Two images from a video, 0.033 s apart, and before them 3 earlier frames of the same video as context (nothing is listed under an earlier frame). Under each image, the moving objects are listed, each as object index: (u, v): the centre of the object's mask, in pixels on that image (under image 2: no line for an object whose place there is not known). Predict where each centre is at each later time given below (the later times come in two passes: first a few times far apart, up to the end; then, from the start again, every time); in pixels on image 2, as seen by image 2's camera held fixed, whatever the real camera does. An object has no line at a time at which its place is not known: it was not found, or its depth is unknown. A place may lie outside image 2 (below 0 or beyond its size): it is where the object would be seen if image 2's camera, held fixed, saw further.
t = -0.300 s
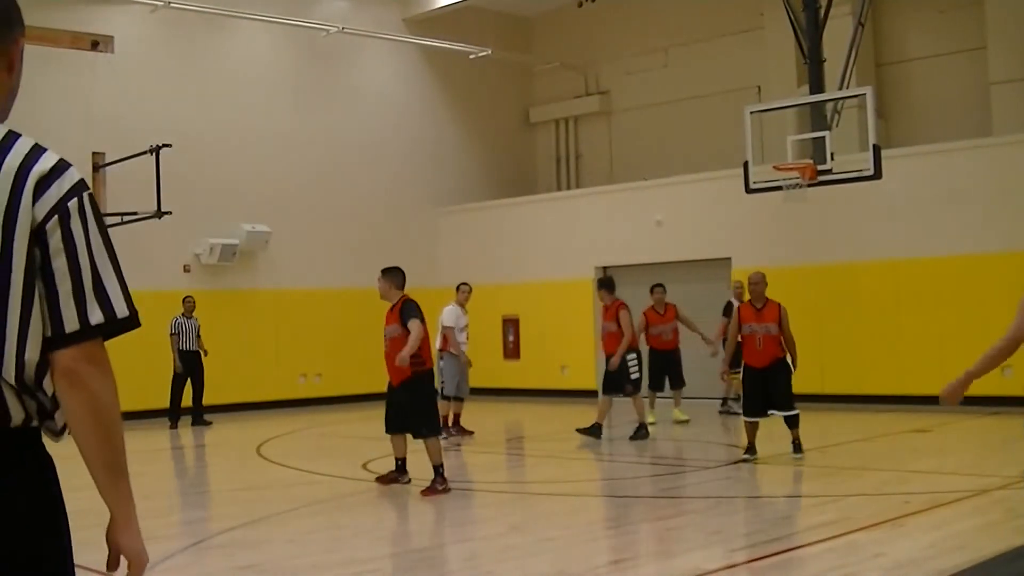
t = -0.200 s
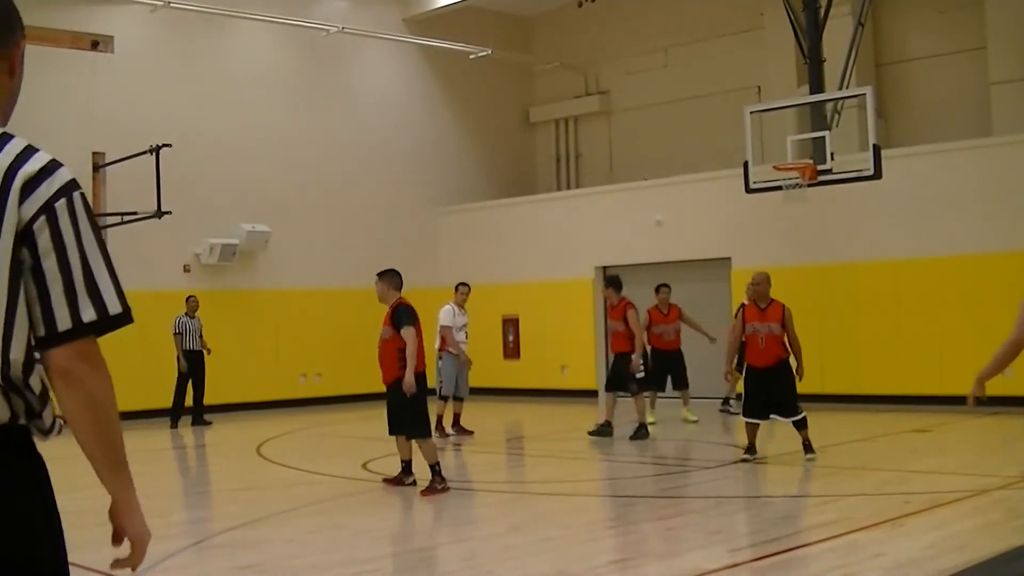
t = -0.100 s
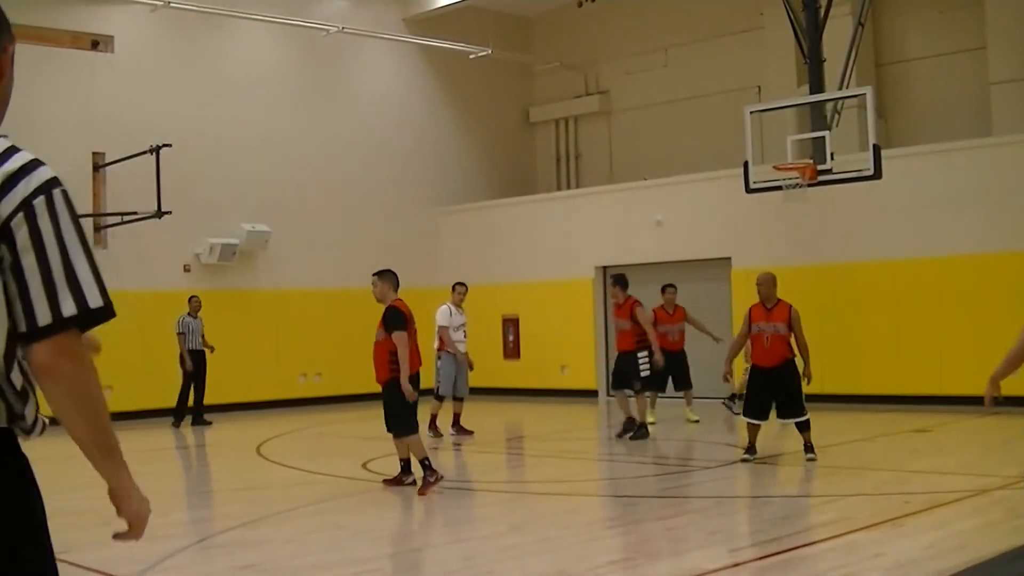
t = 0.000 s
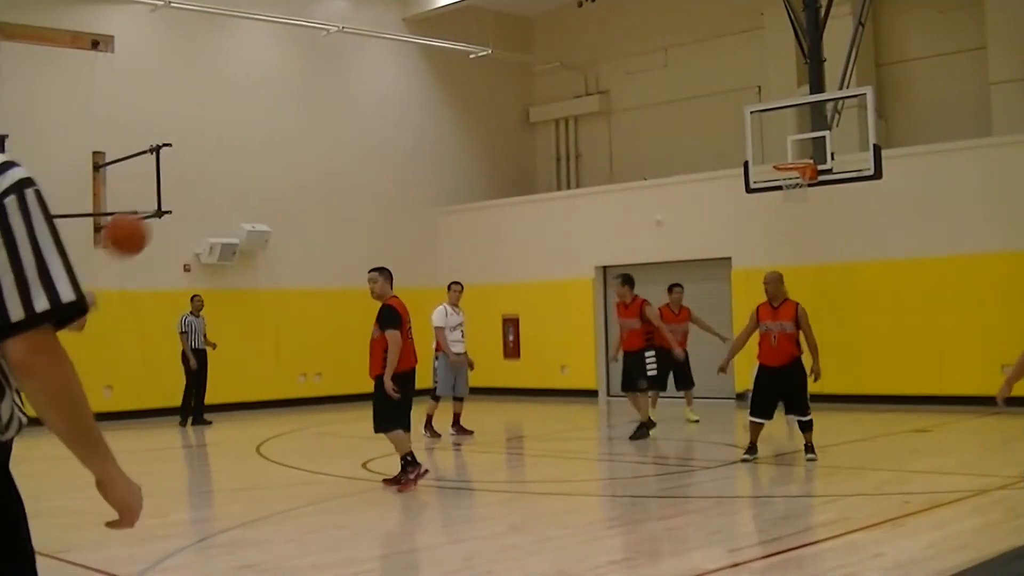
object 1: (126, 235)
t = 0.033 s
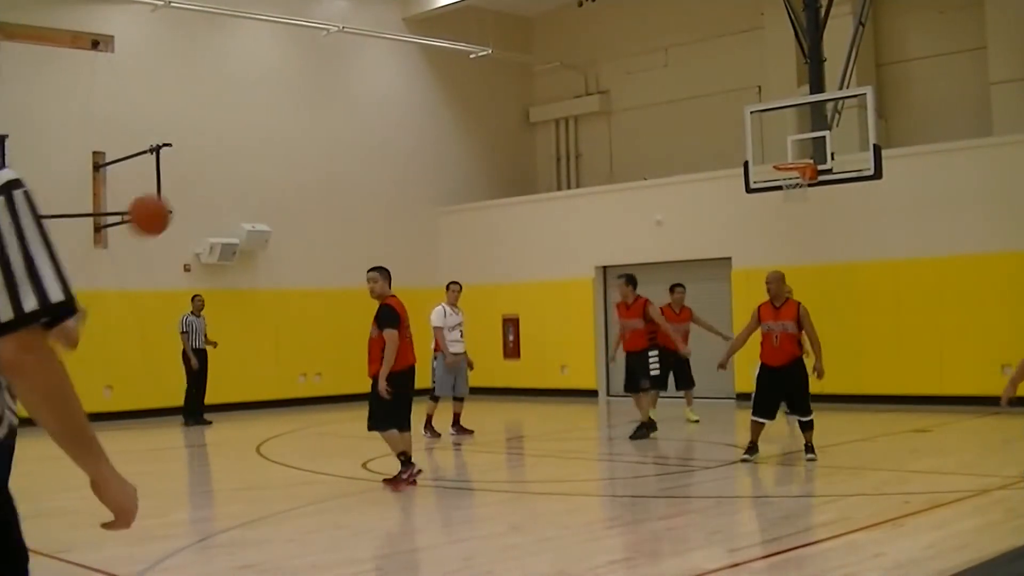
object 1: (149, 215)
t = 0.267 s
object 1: (267, 158)
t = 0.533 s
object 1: (350, 185)
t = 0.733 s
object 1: (394, 240)
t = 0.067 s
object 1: (170, 200)
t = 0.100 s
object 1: (190, 187)
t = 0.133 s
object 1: (207, 176)
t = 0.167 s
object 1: (224, 169)
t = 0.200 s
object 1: (240, 163)
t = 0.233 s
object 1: (254, 160)
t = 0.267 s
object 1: (267, 158)
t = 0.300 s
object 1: (280, 157)
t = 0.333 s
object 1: (292, 158)
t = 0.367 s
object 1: (303, 160)
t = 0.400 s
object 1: (313, 163)
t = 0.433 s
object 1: (324, 167)
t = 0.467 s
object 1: (333, 172)
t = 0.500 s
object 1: (342, 179)
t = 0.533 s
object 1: (350, 185)
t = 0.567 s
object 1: (359, 193)
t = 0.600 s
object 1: (366, 201)
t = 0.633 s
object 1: (374, 210)
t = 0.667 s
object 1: (381, 220)
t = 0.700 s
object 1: (388, 230)
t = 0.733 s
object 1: (394, 240)
